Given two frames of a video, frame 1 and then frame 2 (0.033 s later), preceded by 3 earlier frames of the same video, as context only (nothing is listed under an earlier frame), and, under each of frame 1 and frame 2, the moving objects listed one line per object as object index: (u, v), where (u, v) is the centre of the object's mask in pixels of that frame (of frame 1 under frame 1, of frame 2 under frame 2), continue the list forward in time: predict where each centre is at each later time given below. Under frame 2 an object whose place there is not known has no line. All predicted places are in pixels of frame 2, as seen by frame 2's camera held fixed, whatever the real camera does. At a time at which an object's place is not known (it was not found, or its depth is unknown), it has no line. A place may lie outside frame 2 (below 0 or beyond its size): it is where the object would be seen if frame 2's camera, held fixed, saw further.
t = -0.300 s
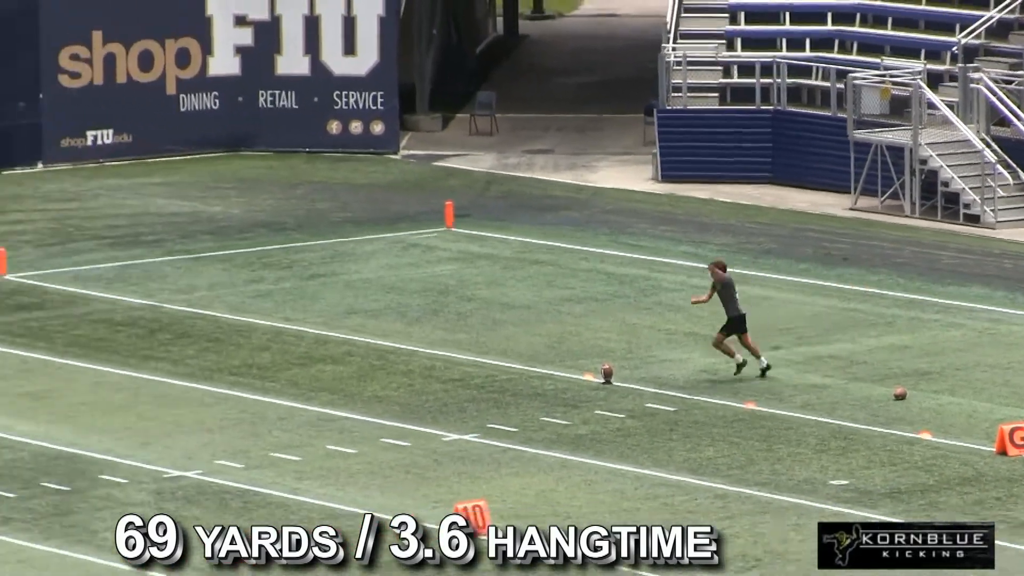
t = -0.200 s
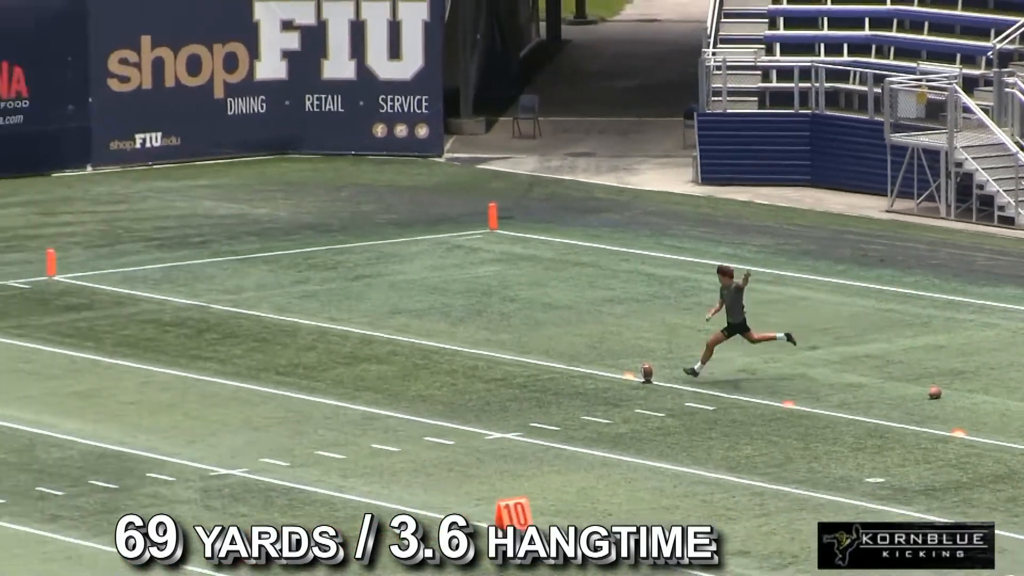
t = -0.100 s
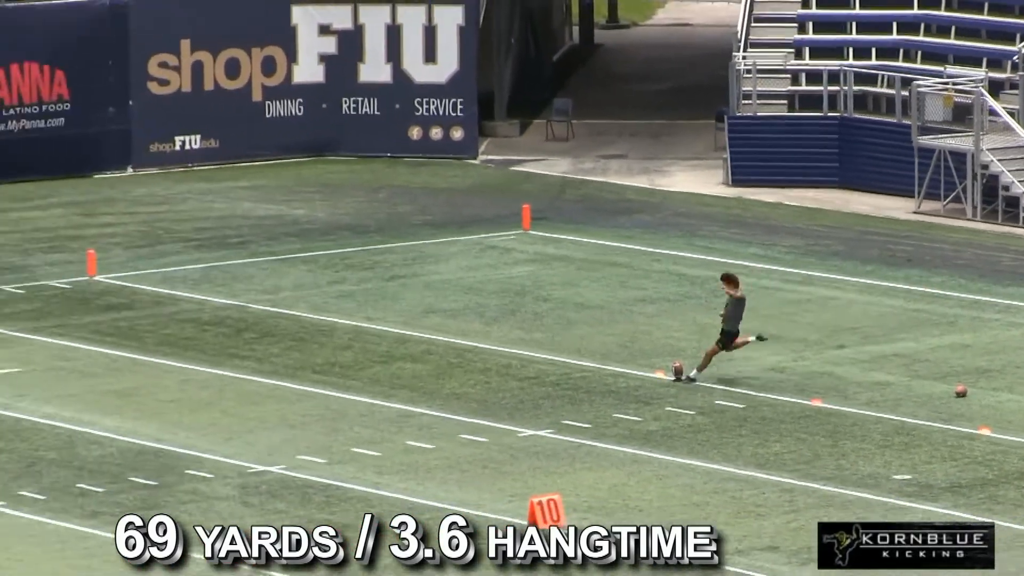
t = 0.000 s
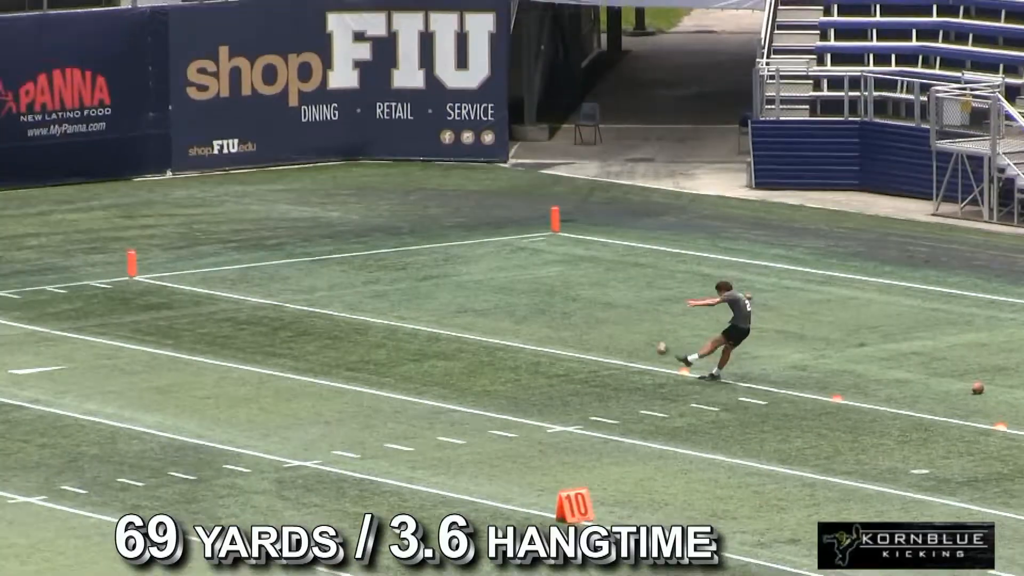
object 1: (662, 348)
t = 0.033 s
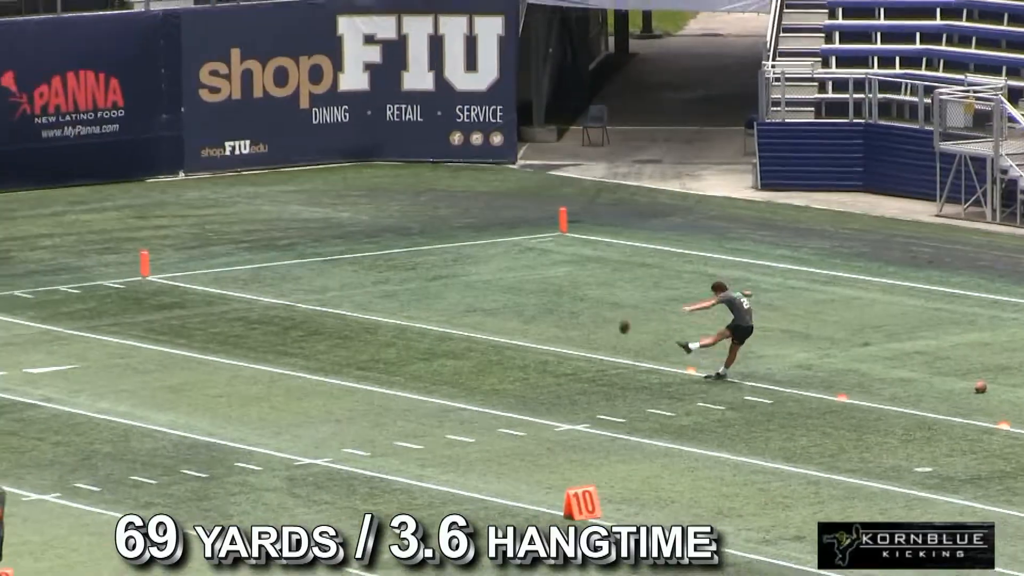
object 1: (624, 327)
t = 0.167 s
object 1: (447, 239)
